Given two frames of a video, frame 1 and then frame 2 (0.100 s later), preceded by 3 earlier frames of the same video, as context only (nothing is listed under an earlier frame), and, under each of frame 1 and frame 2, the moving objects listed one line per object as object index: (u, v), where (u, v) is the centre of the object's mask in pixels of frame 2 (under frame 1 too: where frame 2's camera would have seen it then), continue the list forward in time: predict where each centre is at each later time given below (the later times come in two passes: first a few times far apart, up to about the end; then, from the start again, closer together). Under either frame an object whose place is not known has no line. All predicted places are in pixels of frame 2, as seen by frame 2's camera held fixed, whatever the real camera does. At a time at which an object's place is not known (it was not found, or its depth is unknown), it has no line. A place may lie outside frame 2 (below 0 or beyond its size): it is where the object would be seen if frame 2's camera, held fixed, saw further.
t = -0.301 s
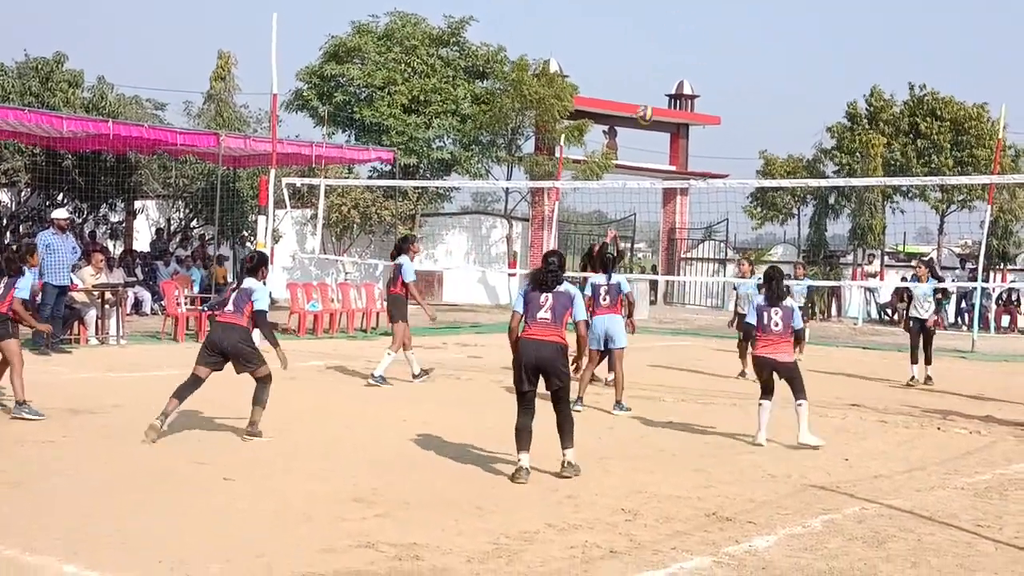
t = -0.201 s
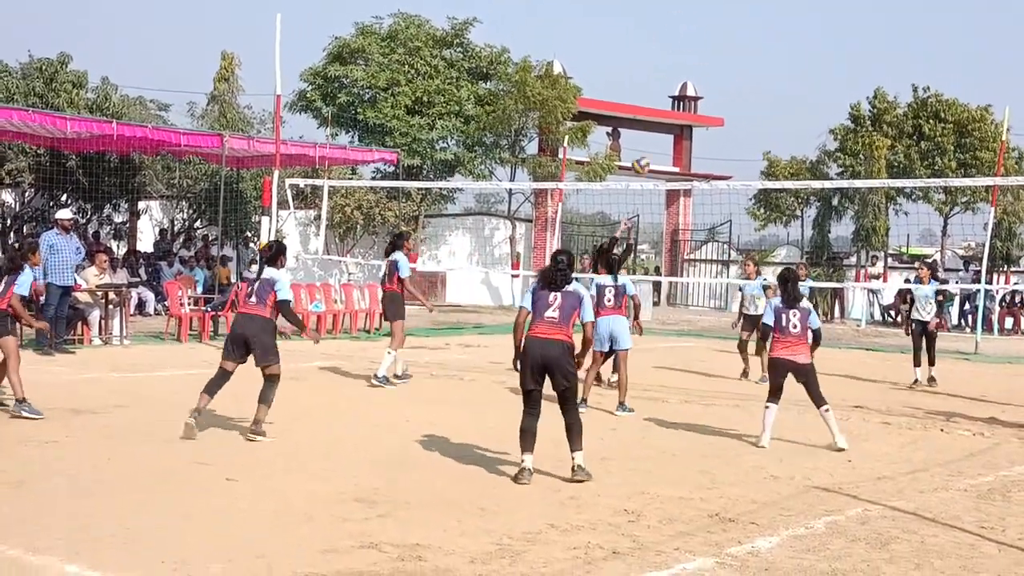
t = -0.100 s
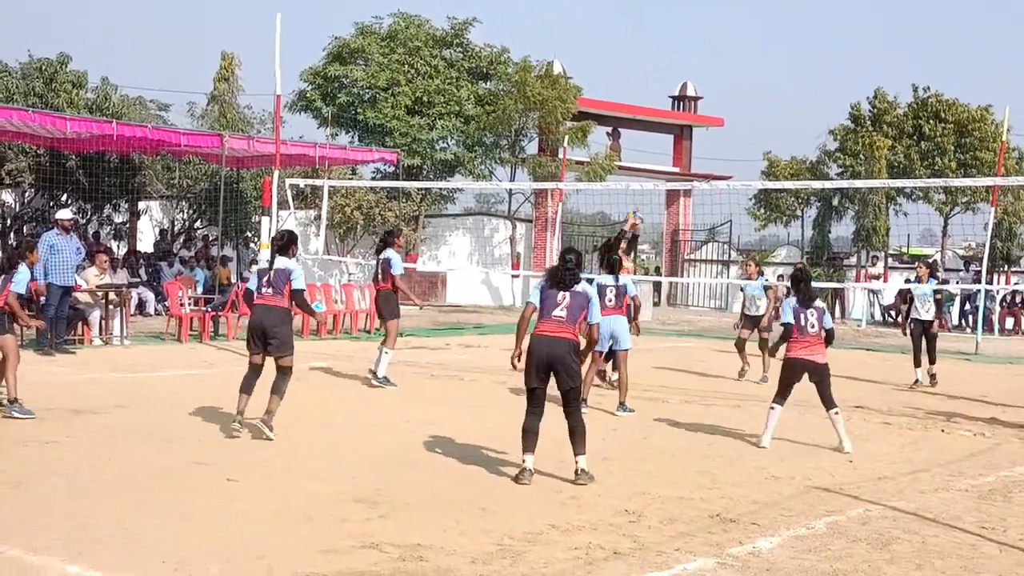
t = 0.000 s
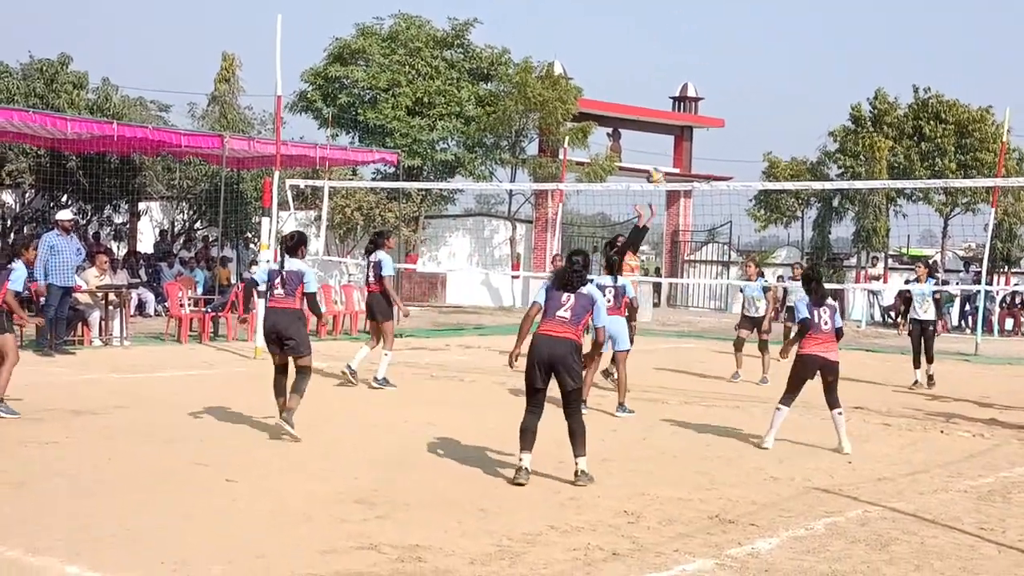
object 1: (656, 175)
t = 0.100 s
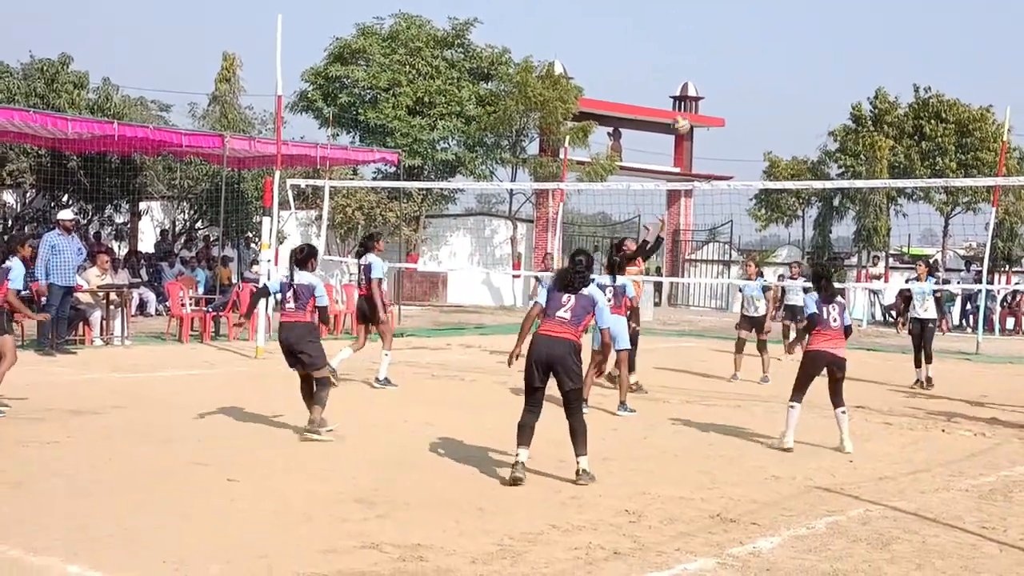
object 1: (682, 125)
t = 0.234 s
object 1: (712, 70)
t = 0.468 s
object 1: (766, 11)
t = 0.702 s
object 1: (817, 5)
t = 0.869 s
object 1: (853, 33)
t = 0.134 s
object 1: (688, 108)
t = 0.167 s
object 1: (697, 95)
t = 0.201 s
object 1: (704, 82)
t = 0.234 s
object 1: (712, 70)
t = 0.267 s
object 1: (720, 59)
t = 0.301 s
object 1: (727, 49)
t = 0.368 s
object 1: (743, 31)
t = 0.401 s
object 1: (750, 24)
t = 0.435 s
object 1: (758, 17)
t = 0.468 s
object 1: (766, 11)
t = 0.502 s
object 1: (773, 8)
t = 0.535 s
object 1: (781, 6)
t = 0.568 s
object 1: (788, 4)
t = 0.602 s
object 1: (795, 3)
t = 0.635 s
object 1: (802, 3)
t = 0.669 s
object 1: (810, 3)
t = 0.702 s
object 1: (817, 5)
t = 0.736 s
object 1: (824, 9)
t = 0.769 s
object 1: (831, 13)
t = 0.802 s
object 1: (839, 18)
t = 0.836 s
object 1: (846, 25)
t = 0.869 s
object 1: (853, 33)
